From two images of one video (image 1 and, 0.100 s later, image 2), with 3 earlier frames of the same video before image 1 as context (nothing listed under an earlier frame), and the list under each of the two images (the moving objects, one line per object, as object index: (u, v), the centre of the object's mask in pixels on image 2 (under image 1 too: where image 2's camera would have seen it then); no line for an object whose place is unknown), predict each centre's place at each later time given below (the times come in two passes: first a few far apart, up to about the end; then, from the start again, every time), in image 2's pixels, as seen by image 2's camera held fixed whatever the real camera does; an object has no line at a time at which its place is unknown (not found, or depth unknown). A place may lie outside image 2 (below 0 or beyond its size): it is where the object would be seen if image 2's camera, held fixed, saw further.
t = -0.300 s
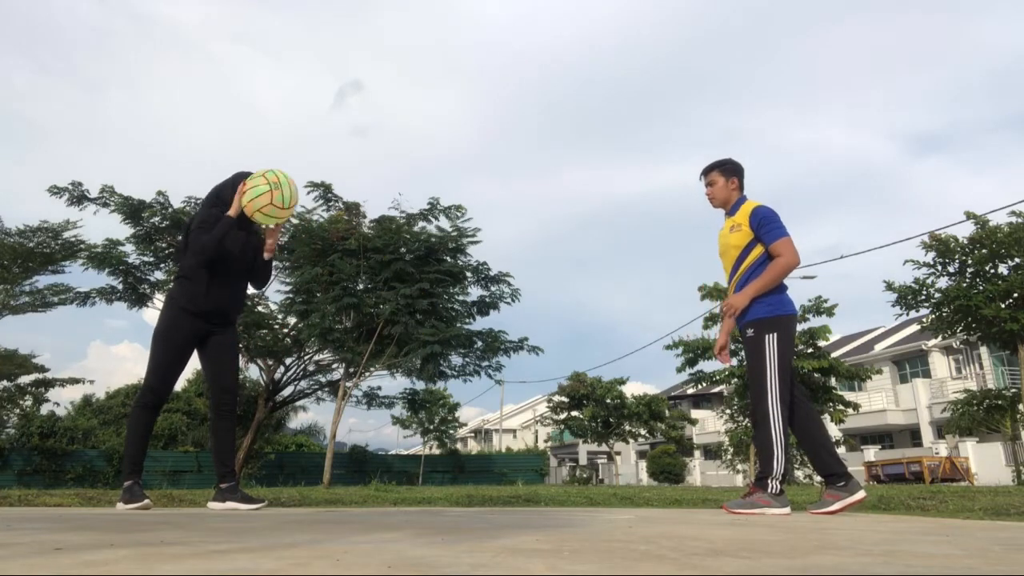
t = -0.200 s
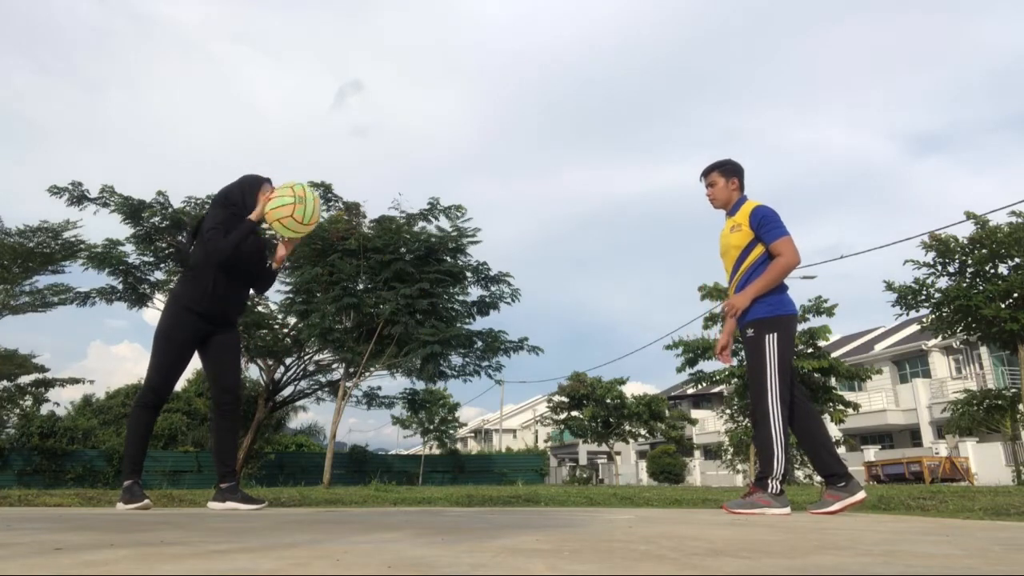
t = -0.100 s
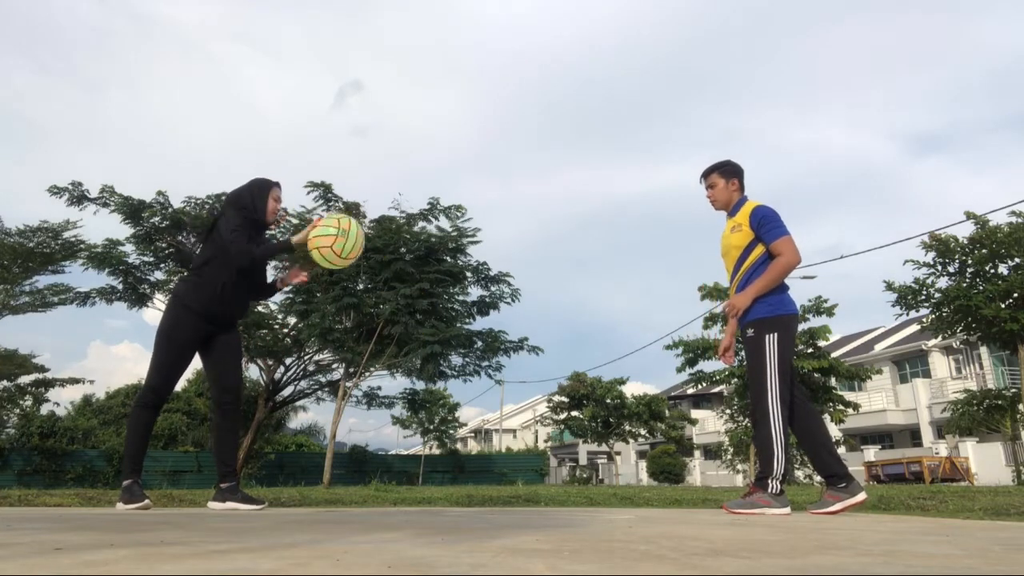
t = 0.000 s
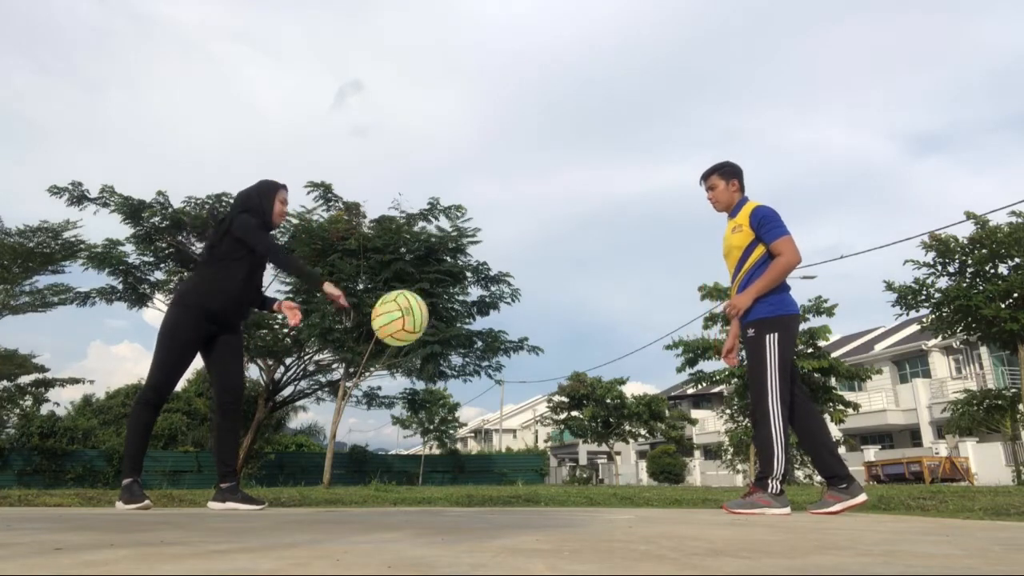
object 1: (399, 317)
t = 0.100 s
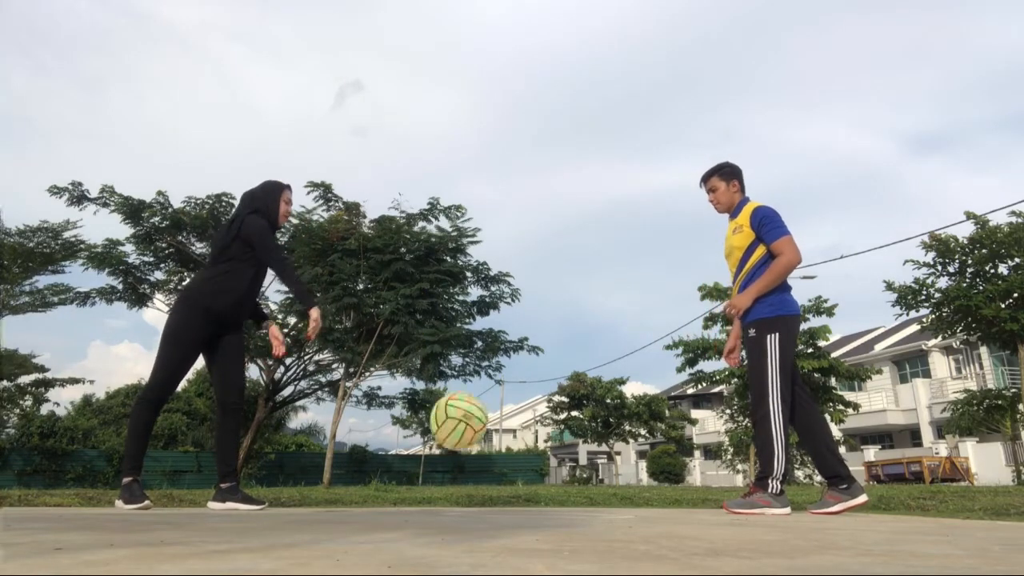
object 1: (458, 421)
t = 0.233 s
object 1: (515, 401)
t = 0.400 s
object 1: (563, 277)
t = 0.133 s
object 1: (477, 460)
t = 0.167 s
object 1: (491, 476)
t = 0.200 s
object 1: (503, 436)
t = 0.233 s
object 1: (515, 401)
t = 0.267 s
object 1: (526, 369)
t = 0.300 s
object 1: (536, 342)
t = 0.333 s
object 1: (546, 317)
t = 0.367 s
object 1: (554, 296)
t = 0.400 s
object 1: (563, 277)
